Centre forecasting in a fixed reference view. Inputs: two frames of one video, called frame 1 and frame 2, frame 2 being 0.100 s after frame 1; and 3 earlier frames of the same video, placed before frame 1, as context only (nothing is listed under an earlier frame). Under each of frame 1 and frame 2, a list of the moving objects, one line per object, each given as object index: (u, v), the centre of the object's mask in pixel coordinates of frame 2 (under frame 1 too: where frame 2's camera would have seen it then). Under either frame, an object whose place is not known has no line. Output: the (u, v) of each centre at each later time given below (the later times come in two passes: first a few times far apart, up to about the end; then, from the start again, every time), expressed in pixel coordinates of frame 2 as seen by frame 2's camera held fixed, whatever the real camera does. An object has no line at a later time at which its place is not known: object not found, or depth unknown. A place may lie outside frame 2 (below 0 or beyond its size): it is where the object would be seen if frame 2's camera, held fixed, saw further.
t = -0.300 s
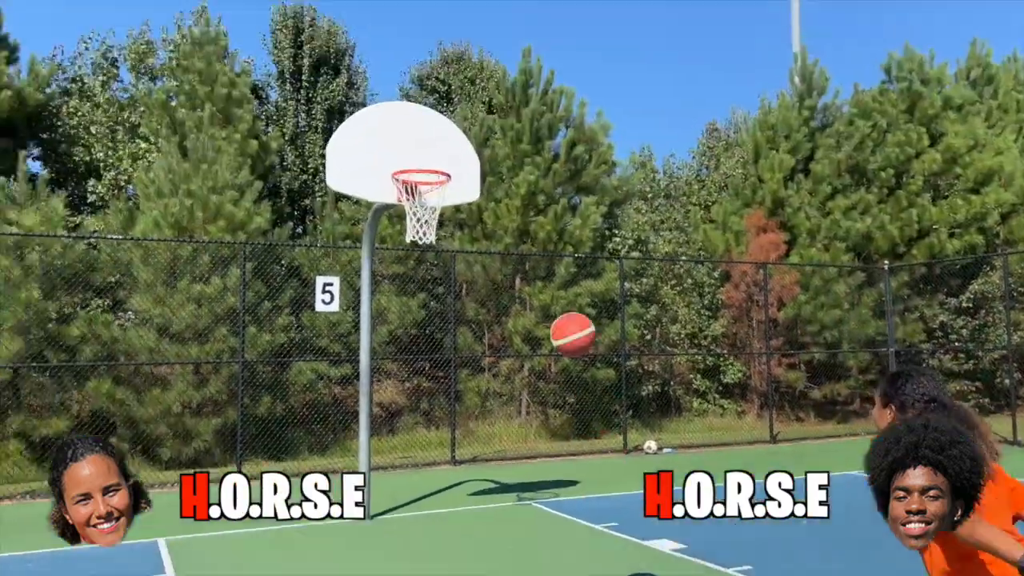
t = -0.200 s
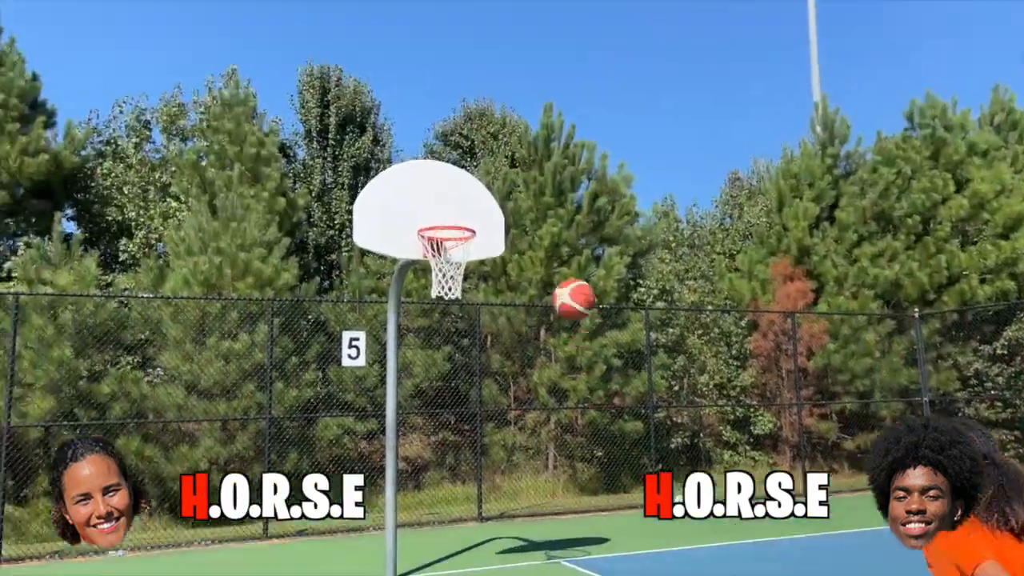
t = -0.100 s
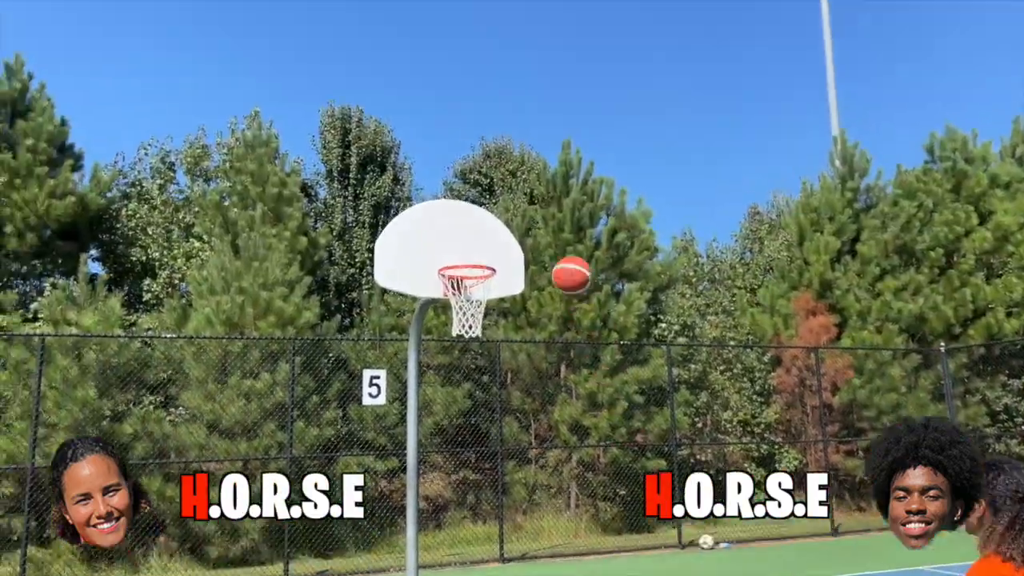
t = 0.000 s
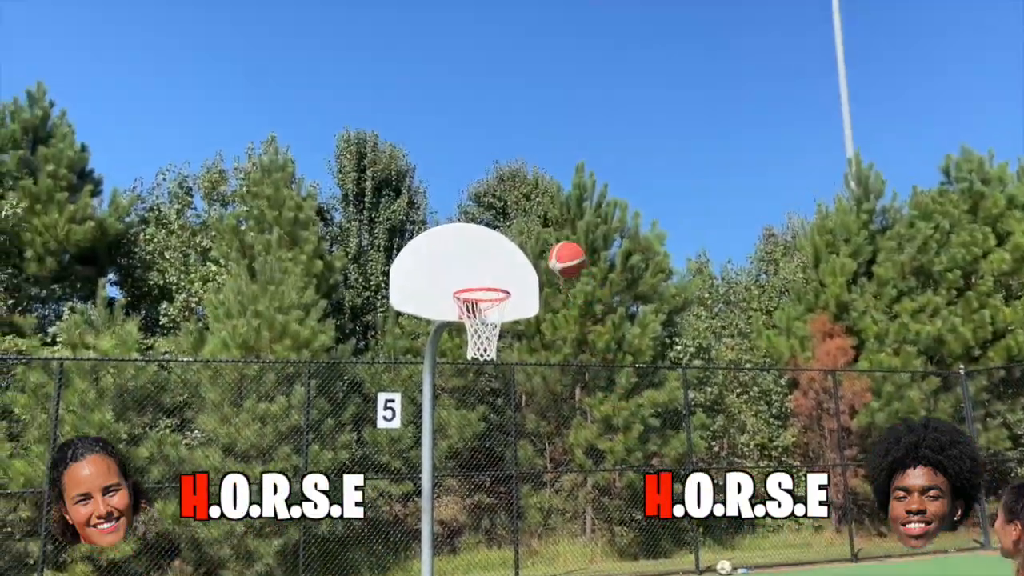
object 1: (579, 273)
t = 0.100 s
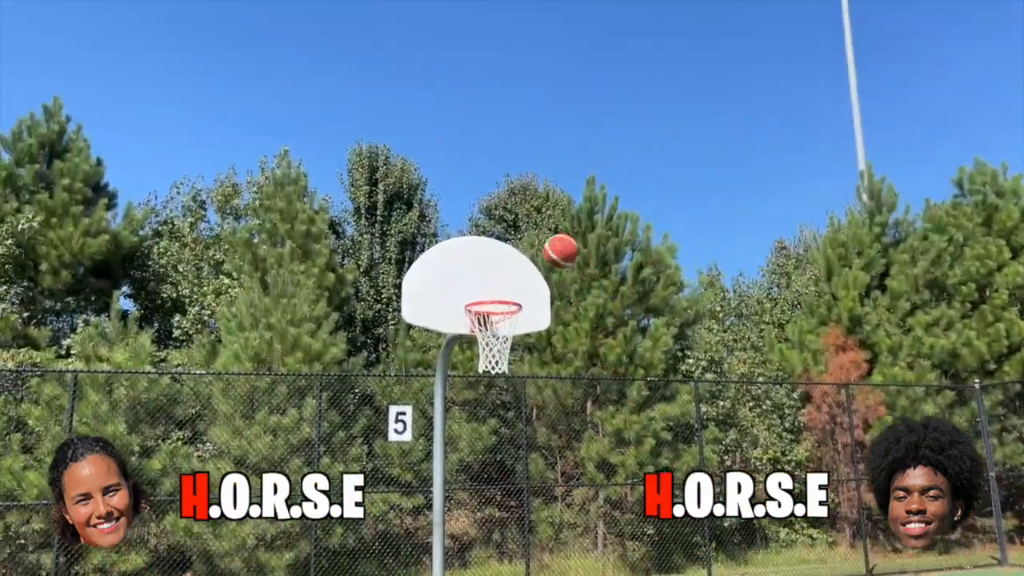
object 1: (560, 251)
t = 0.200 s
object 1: (545, 244)
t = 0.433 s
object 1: (515, 276)
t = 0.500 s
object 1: (507, 290)
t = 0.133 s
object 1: (555, 247)
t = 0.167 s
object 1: (550, 245)
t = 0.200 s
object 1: (545, 244)
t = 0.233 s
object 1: (541, 245)
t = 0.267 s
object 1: (537, 247)
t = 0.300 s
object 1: (532, 250)
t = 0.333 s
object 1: (527, 255)
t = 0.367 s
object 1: (523, 261)
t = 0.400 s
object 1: (519, 268)
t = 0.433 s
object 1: (515, 276)
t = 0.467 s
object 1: (511, 285)
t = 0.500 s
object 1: (507, 290)
